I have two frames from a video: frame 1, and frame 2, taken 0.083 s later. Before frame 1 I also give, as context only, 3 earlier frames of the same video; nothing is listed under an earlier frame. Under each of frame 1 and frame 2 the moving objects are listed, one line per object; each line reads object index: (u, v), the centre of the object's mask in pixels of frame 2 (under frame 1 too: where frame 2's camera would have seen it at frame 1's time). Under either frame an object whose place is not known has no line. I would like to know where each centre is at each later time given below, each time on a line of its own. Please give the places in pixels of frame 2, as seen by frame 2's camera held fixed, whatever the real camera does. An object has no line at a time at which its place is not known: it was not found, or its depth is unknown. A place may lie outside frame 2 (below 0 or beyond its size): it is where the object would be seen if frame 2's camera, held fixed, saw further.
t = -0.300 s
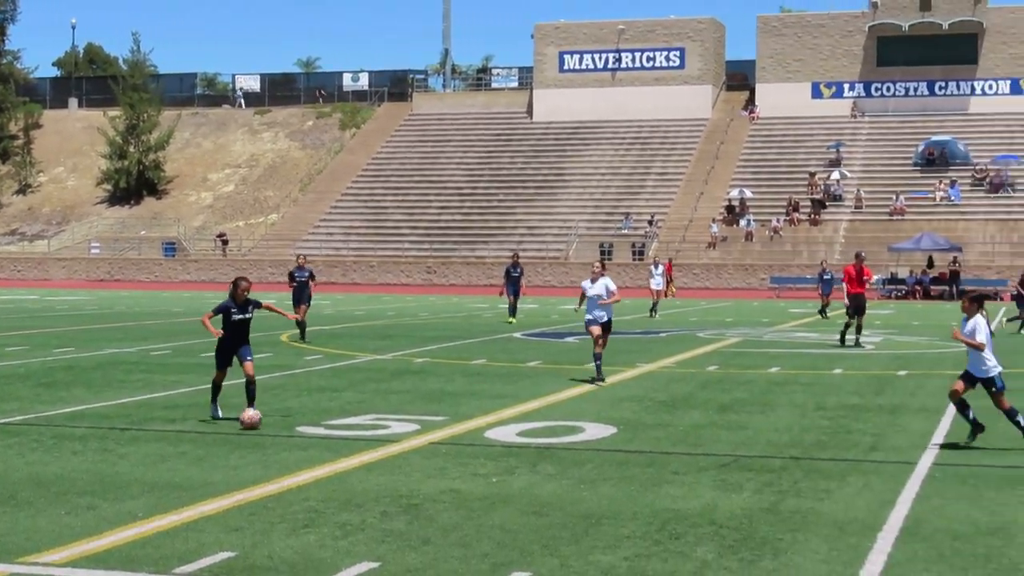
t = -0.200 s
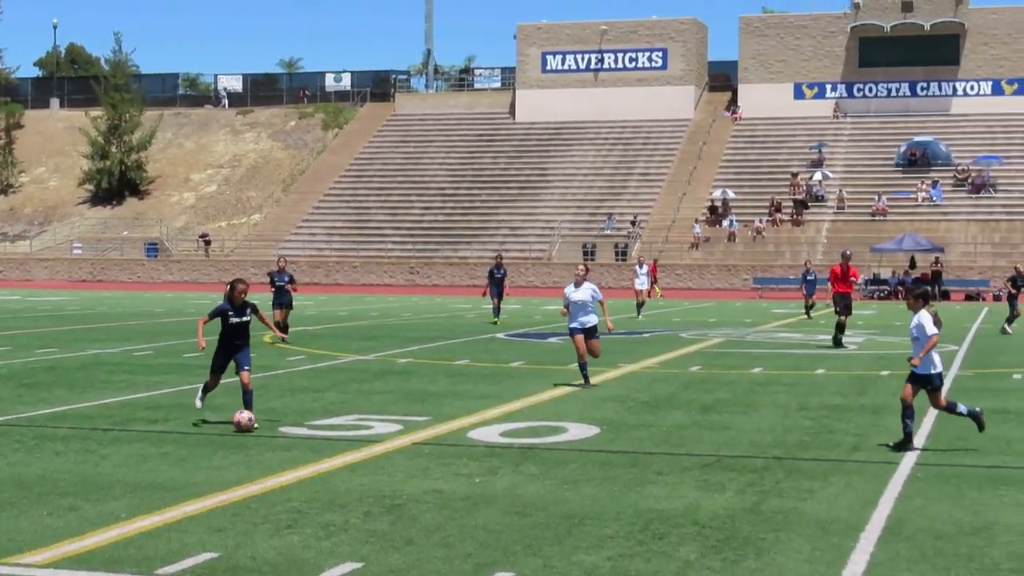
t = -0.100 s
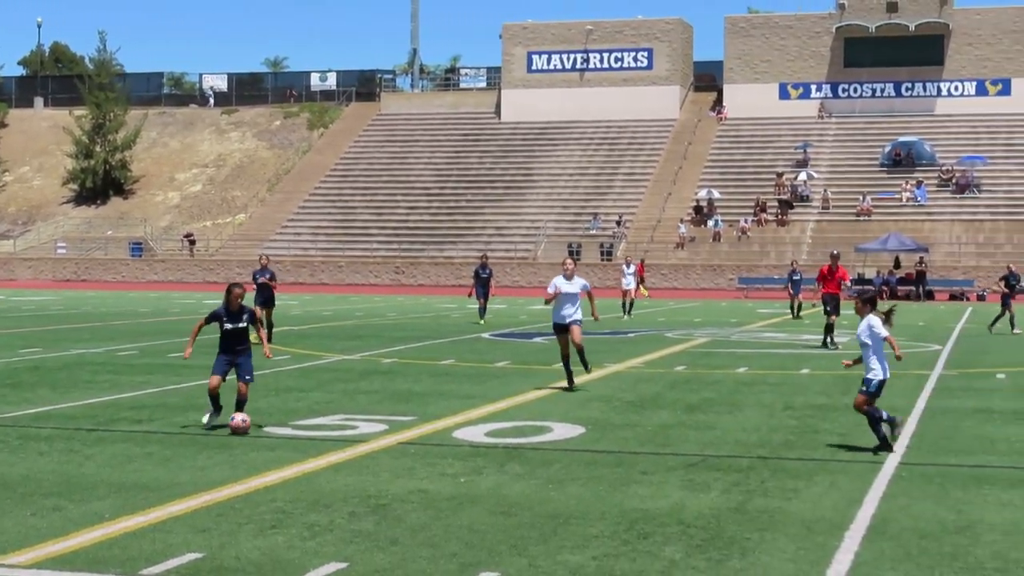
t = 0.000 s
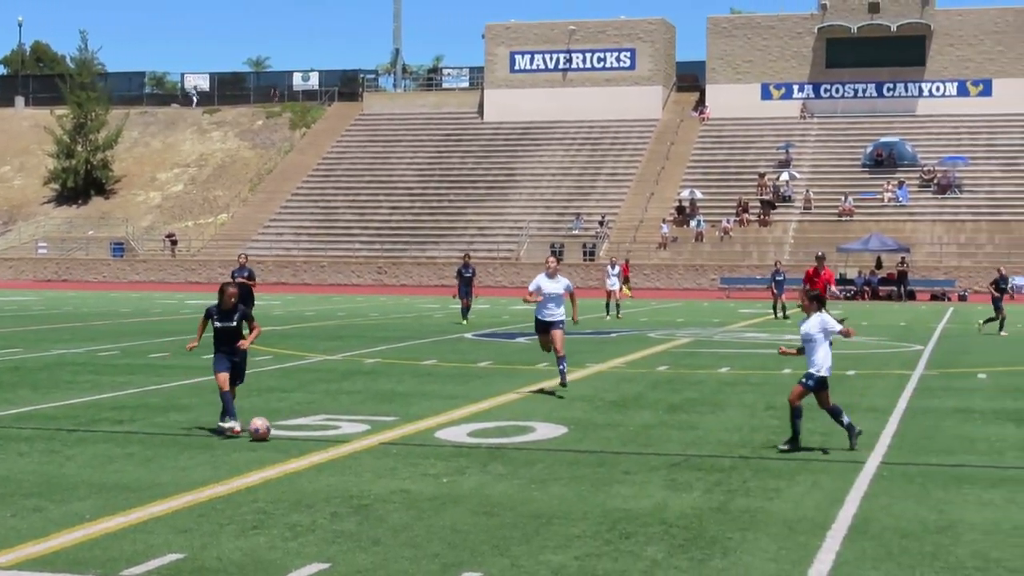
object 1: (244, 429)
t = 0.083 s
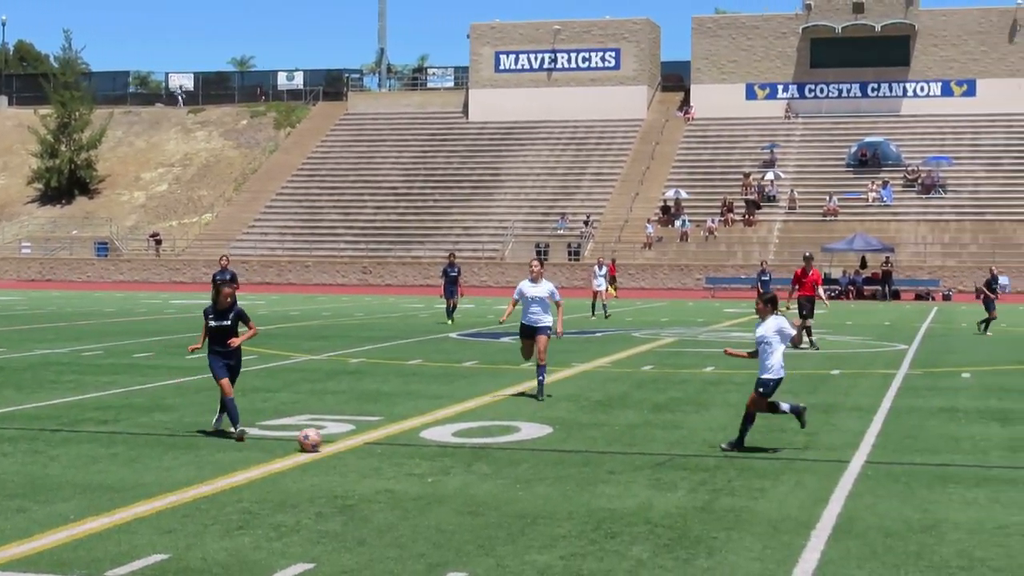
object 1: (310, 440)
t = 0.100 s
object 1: (323, 442)
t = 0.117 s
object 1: (337, 444)
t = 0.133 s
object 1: (350, 446)
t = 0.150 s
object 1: (364, 449)
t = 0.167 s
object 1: (378, 451)
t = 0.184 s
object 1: (392, 452)
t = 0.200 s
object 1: (405, 454)
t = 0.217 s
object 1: (420, 456)
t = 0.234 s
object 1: (434, 459)
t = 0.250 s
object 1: (448, 461)
